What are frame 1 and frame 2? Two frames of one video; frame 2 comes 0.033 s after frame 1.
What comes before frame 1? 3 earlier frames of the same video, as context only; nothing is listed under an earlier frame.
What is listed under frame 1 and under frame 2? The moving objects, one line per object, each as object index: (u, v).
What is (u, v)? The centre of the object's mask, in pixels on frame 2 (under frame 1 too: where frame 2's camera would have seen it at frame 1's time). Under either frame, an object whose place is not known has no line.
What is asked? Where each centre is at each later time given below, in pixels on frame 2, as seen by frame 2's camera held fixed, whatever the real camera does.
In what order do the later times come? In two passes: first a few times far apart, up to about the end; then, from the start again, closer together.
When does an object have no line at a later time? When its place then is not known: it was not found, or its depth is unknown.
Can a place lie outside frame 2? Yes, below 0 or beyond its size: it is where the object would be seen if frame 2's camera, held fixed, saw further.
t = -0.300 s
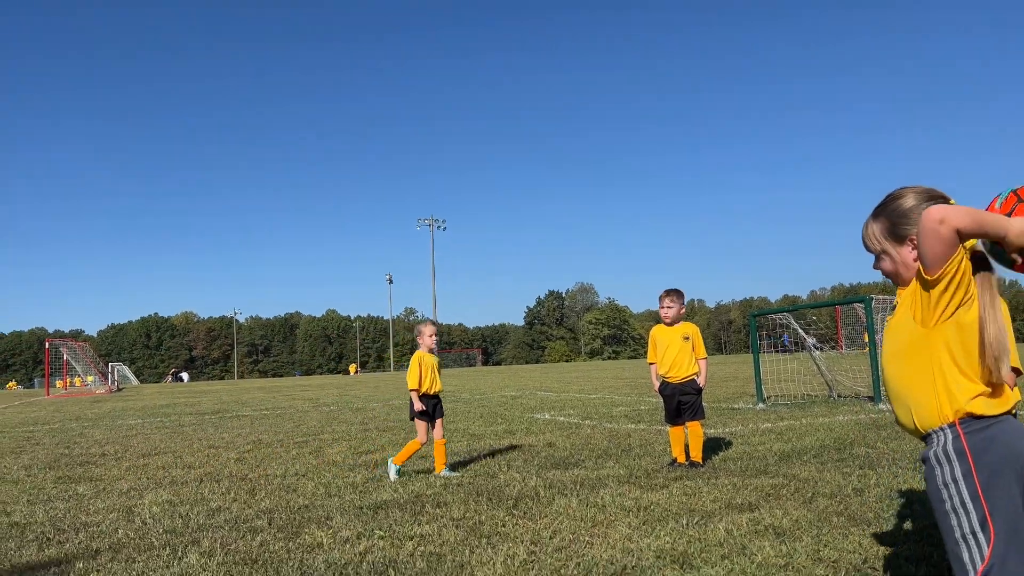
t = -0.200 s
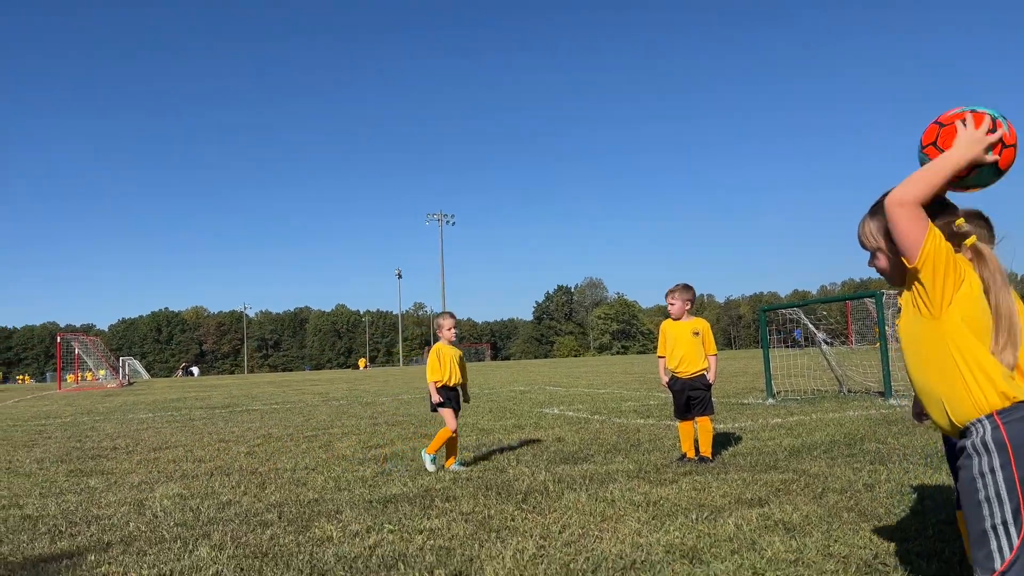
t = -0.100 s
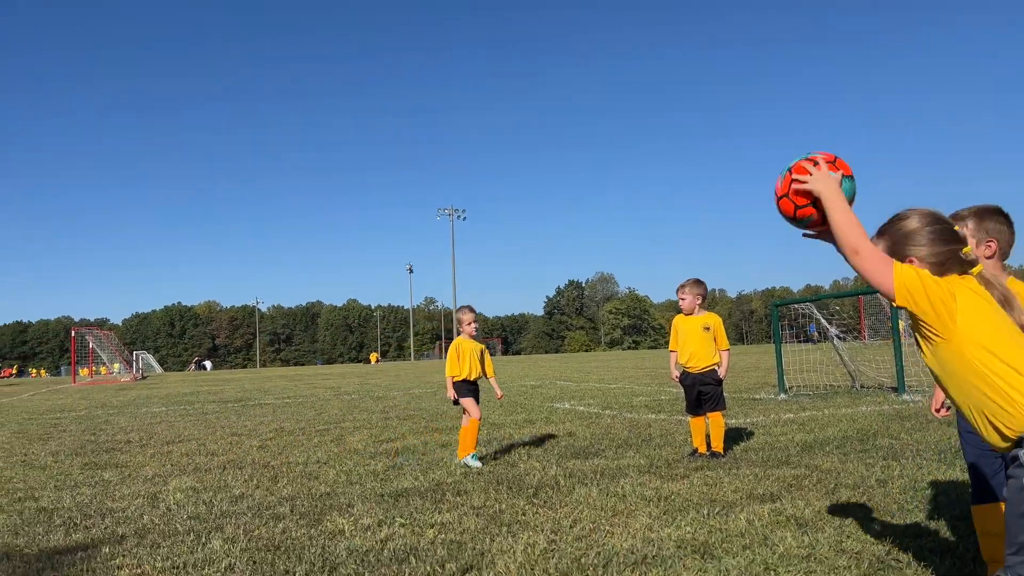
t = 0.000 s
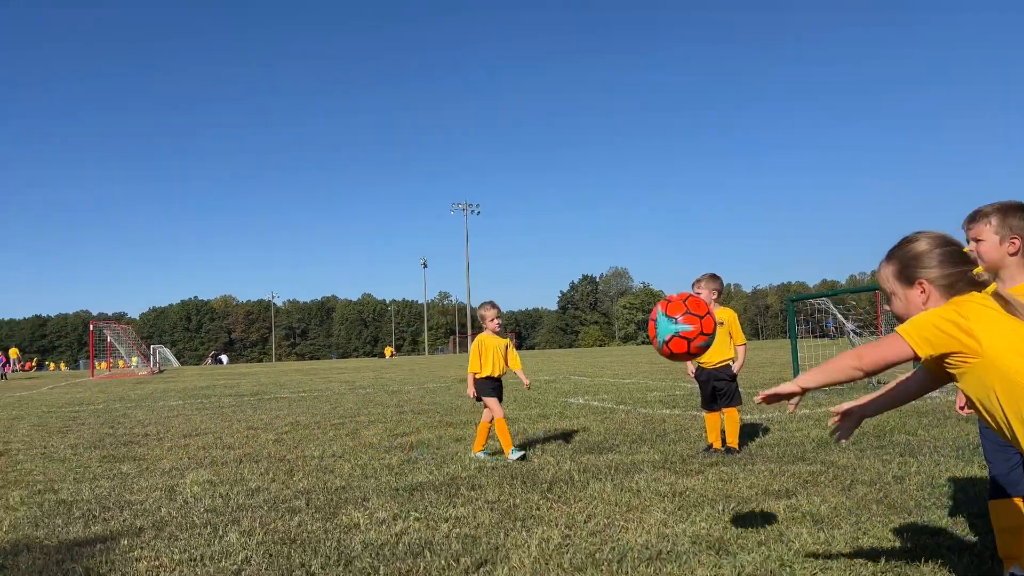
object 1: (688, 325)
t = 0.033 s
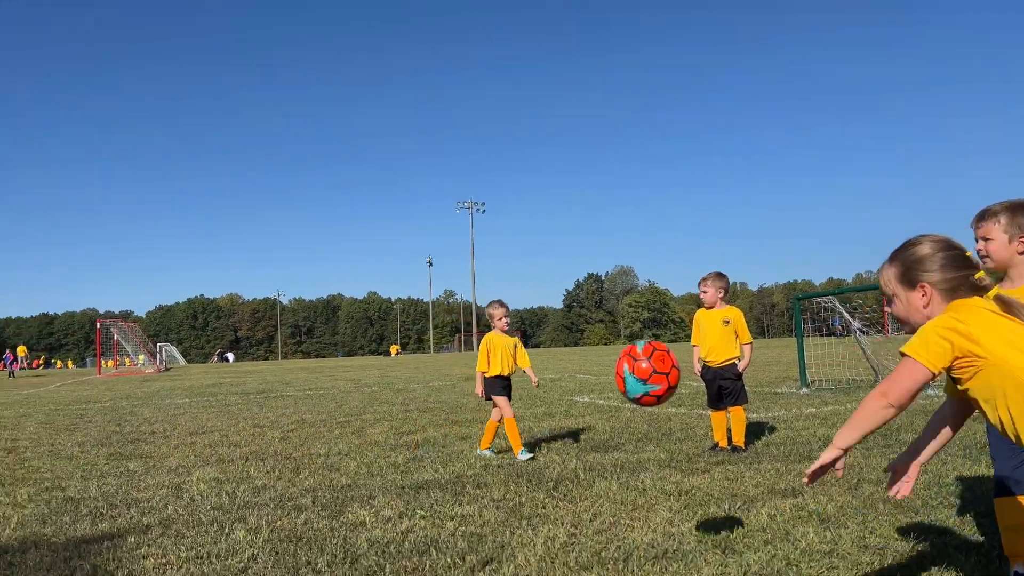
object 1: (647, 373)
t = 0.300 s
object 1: (431, 464)
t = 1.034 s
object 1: (111, 504)
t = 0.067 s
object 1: (610, 421)
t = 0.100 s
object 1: (575, 469)
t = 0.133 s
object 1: (543, 518)
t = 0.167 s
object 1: (514, 555)
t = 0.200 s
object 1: (491, 528)
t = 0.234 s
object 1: (469, 502)
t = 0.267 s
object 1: (450, 482)
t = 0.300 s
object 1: (431, 464)
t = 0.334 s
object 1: (412, 449)
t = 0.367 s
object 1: (395, 438)
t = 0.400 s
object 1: (377, 429)
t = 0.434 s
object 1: (360, 425)
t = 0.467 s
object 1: (344, 424)
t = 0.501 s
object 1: (328, 426)
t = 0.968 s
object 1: (134, 494)
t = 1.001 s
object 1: (123, 498)
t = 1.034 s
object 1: (111, 504)
